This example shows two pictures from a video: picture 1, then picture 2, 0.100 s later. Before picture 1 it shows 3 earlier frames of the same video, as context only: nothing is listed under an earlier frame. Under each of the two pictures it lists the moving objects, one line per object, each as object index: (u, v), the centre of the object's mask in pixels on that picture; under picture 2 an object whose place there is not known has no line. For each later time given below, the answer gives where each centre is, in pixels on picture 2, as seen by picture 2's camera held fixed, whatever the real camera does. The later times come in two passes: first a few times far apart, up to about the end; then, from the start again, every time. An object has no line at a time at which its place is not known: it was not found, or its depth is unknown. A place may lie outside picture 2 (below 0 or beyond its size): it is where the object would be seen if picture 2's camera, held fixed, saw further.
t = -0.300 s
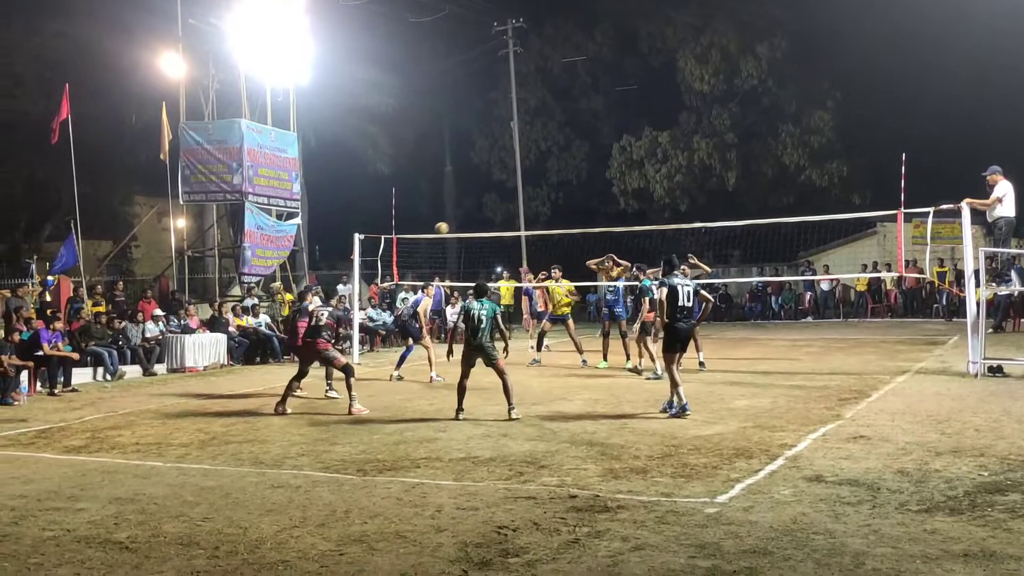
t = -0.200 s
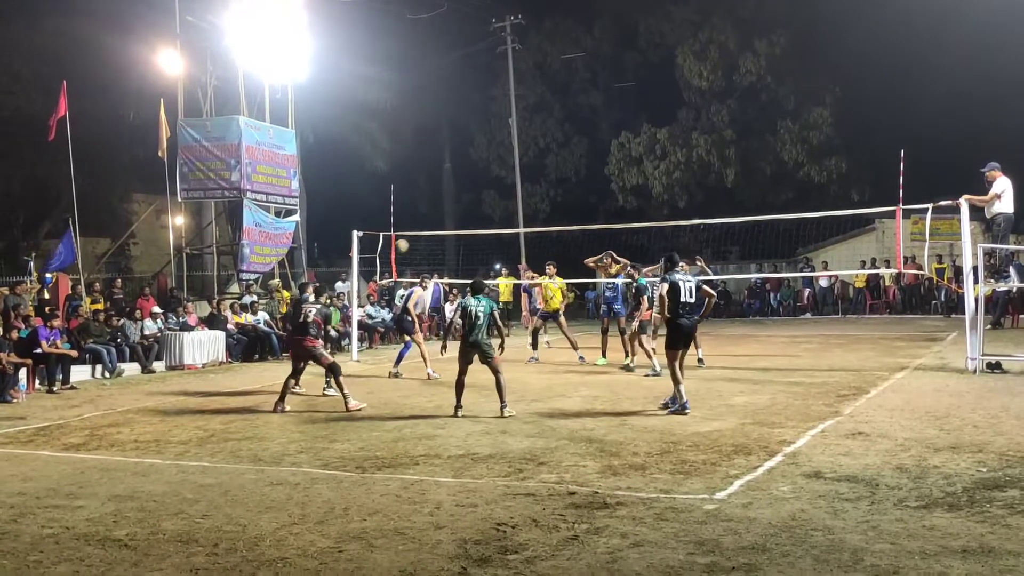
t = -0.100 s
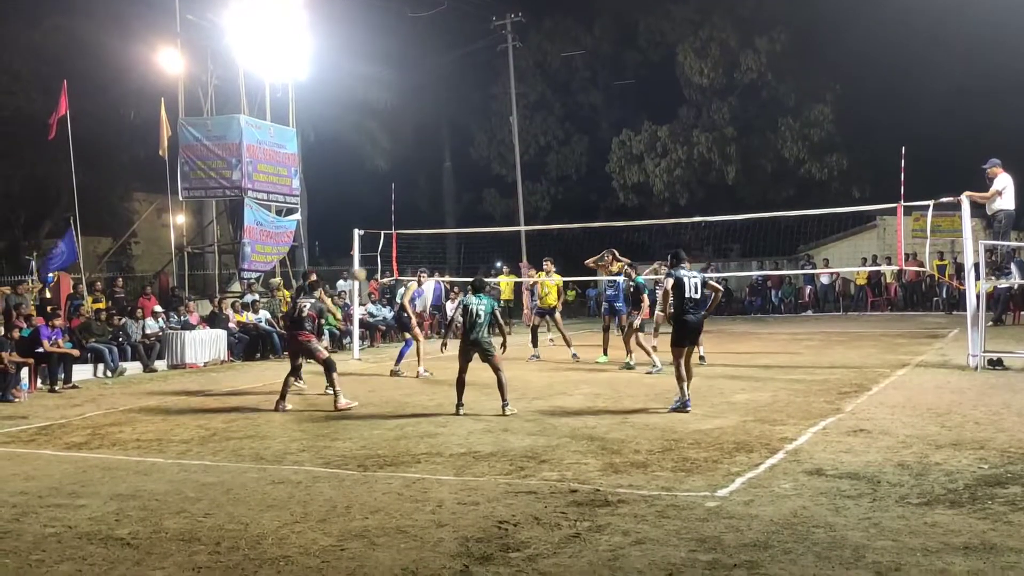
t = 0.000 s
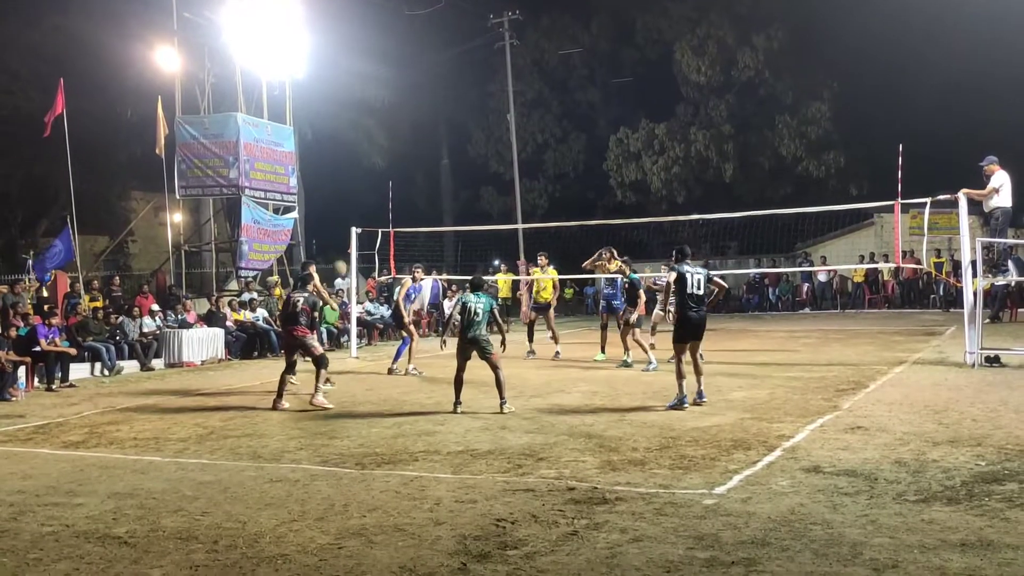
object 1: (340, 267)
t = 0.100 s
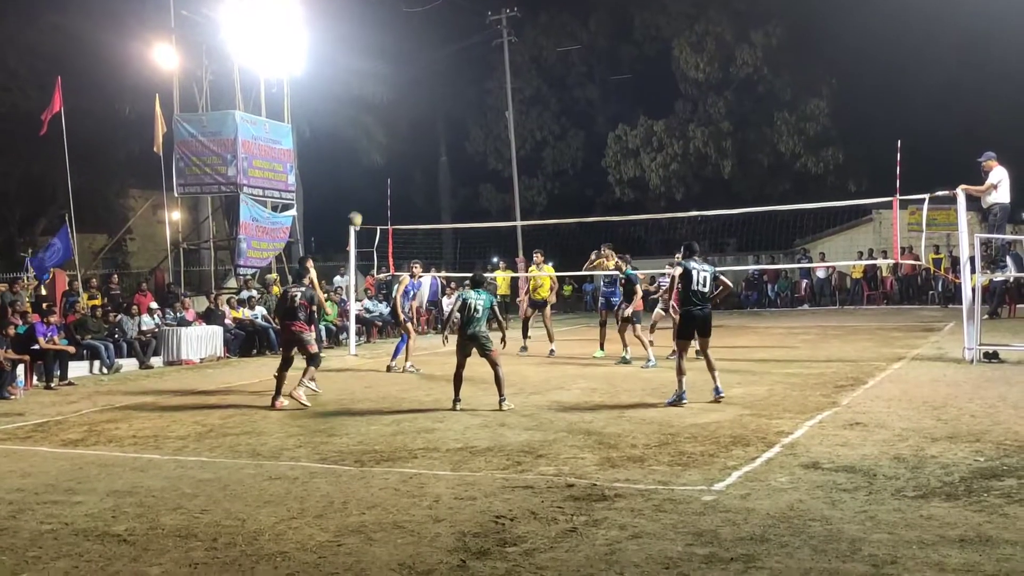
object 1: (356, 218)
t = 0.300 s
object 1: (388, 149)
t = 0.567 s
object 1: (429, 99)
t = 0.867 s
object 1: (474, 98)
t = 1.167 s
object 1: (519, 151)
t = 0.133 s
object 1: (362, 205)
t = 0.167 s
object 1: (367, 193)
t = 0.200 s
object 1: (372, 181)
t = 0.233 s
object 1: (378, 169)
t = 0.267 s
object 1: (383, 159)
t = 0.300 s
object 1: (388, 149)
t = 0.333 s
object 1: (394, 140)
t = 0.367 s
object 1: (399, 131)
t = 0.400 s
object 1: (403, 124)
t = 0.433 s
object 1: (409, 118)
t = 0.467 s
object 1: (414, 112)
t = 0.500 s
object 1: (419, 107)
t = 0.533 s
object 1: (424, 102)
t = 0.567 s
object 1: (429, 99)
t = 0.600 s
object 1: (434, 96)
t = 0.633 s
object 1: (439, 94)
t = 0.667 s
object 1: (444, 92)
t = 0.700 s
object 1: (449, 91)
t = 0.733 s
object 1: (454, 91)
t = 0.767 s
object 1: (459, 92)
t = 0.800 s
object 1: (464, 93)
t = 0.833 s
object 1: (469, 95)
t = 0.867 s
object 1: (474, 98)
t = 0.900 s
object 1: (479, 101)
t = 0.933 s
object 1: (484, 105)
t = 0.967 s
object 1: (489, 110)
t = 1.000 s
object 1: (494, 115)
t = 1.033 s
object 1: (499, 121)
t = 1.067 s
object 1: (504, 128)
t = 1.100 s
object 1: (509, 135)
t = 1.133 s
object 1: (514, 143)
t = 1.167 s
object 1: (519, 151)
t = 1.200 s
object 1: (524, 160)
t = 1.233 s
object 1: (529, 169)
